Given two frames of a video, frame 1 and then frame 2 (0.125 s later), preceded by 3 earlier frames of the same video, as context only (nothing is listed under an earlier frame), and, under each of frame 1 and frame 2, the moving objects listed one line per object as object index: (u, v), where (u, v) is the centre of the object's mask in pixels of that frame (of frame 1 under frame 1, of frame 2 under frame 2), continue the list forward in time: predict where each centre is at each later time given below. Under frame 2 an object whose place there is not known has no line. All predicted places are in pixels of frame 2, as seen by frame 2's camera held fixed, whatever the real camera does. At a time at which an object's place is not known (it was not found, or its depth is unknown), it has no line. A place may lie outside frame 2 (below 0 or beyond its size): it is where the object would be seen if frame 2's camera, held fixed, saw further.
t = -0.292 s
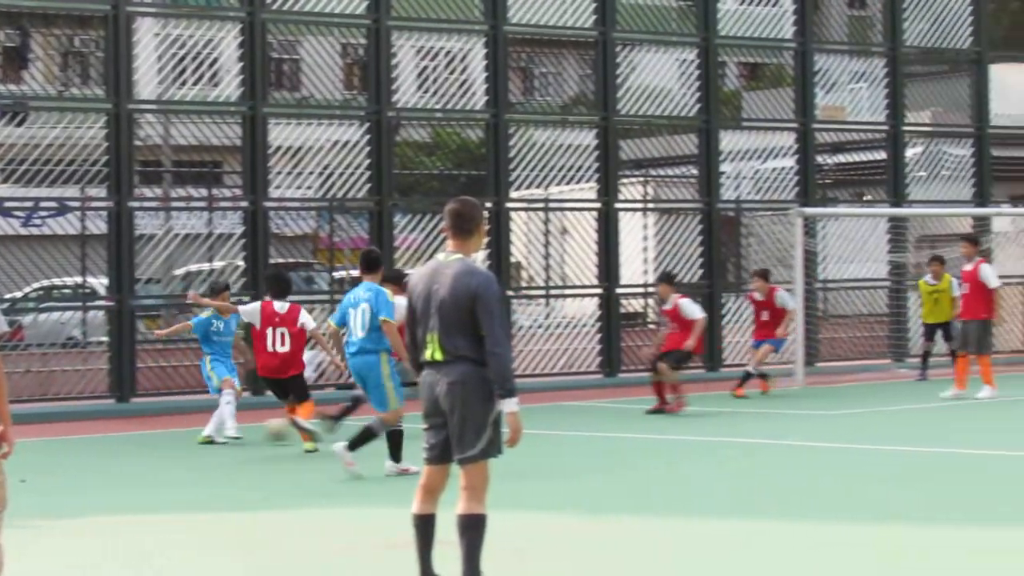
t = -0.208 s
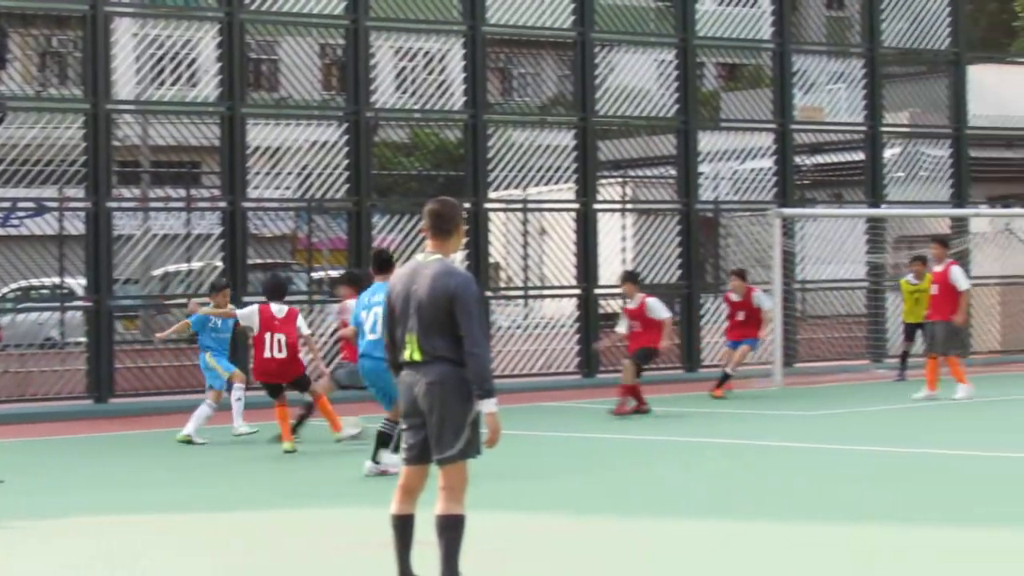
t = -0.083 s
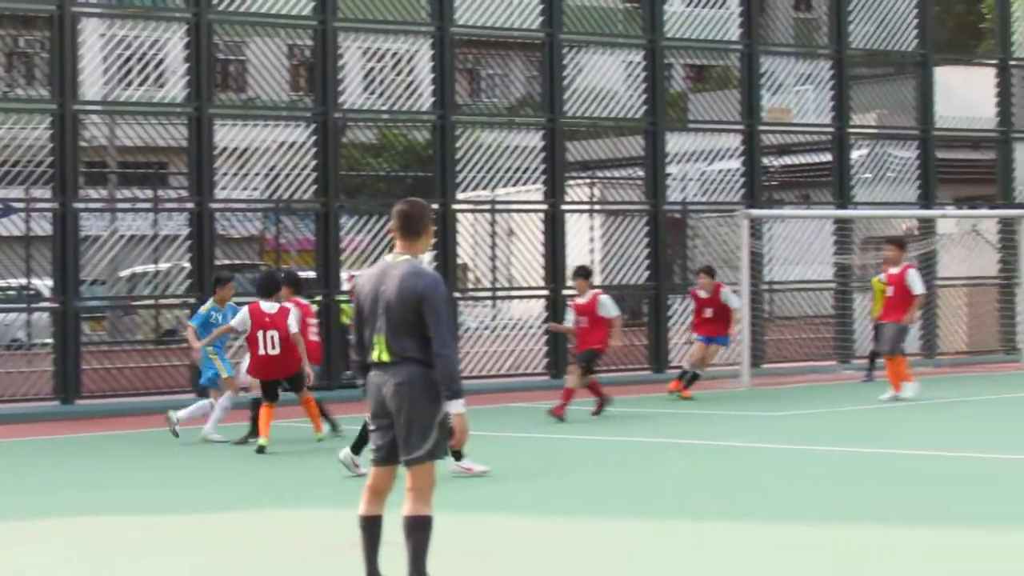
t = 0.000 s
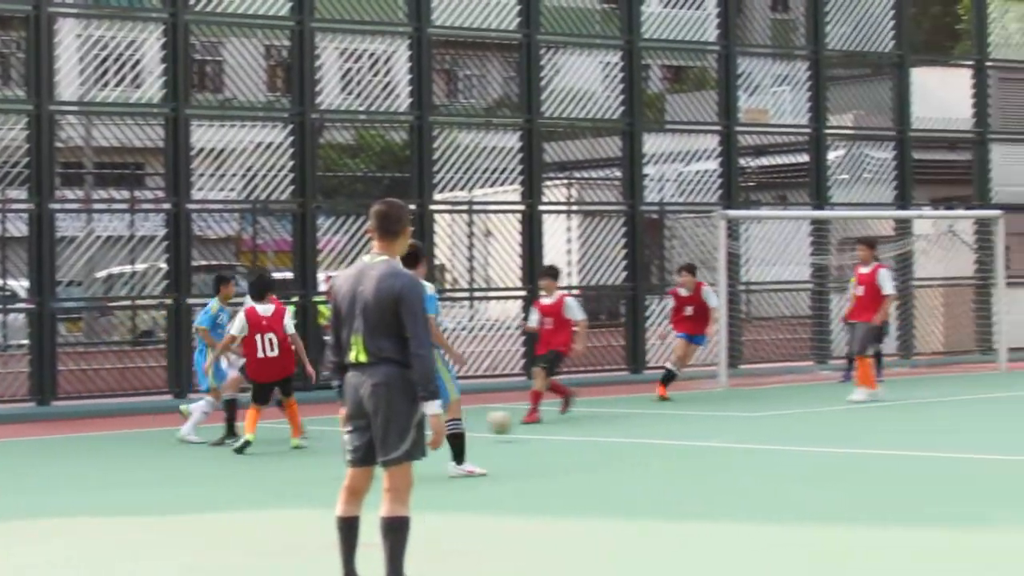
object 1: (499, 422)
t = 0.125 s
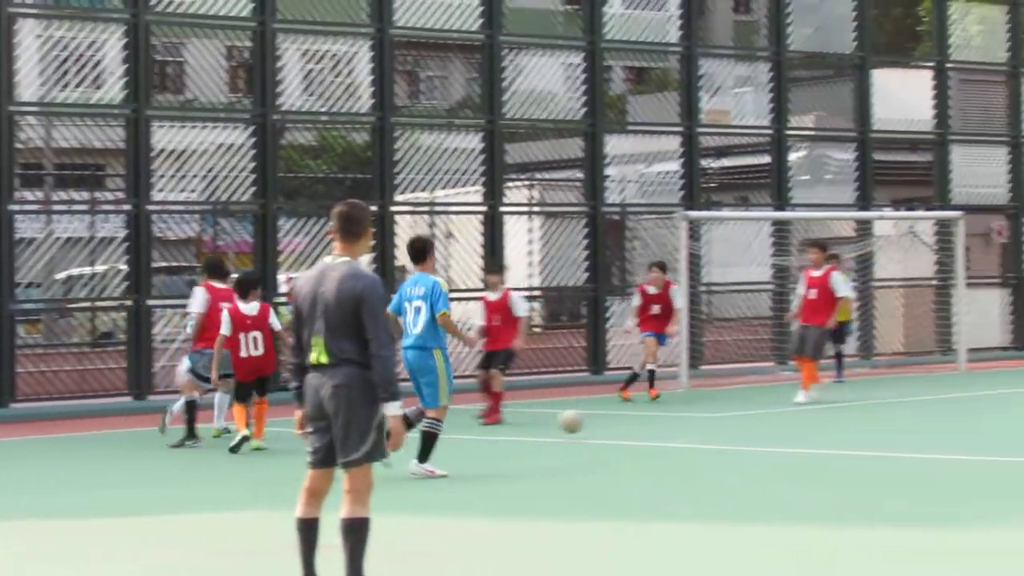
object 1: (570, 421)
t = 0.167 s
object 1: (606, 418)
